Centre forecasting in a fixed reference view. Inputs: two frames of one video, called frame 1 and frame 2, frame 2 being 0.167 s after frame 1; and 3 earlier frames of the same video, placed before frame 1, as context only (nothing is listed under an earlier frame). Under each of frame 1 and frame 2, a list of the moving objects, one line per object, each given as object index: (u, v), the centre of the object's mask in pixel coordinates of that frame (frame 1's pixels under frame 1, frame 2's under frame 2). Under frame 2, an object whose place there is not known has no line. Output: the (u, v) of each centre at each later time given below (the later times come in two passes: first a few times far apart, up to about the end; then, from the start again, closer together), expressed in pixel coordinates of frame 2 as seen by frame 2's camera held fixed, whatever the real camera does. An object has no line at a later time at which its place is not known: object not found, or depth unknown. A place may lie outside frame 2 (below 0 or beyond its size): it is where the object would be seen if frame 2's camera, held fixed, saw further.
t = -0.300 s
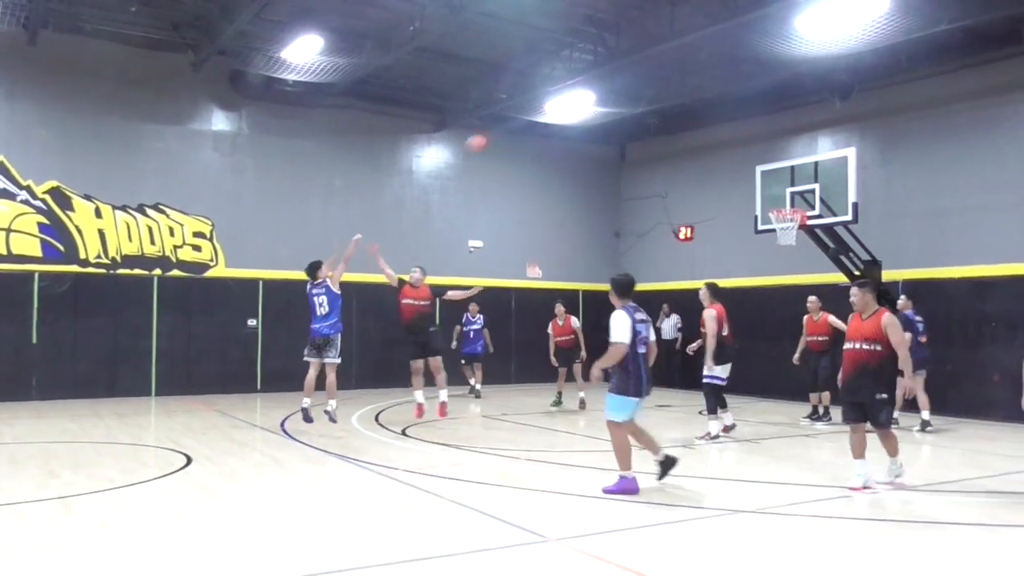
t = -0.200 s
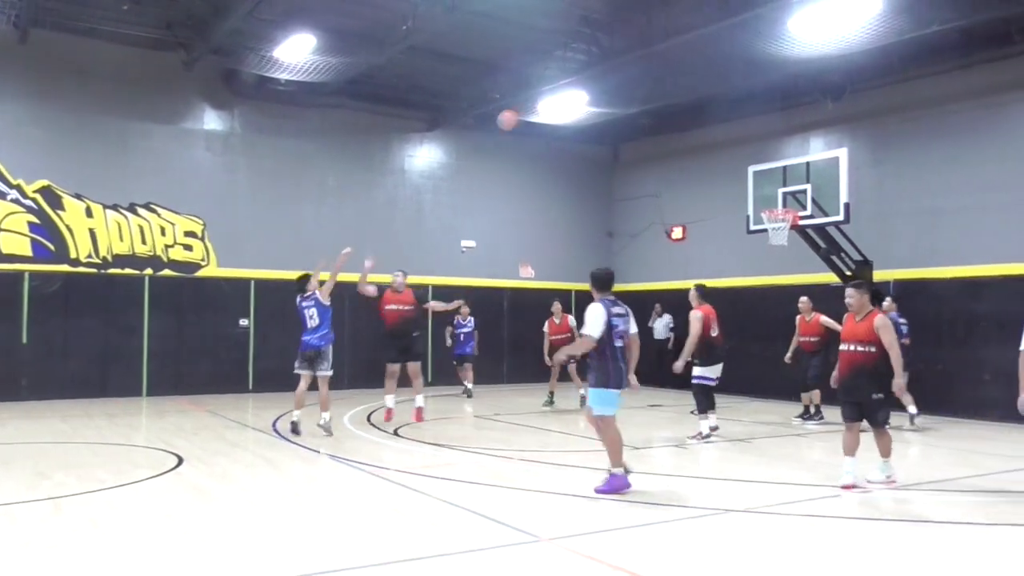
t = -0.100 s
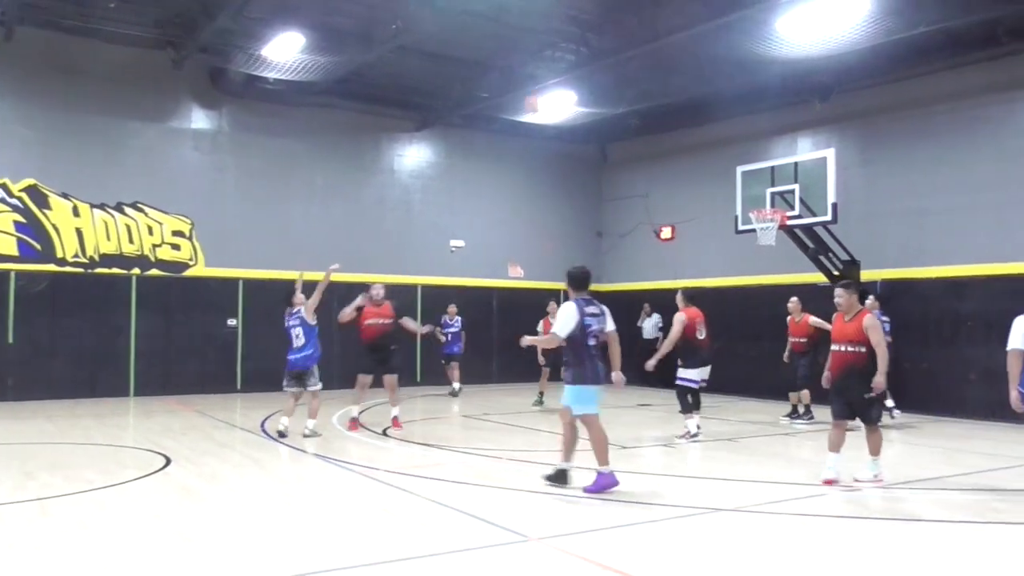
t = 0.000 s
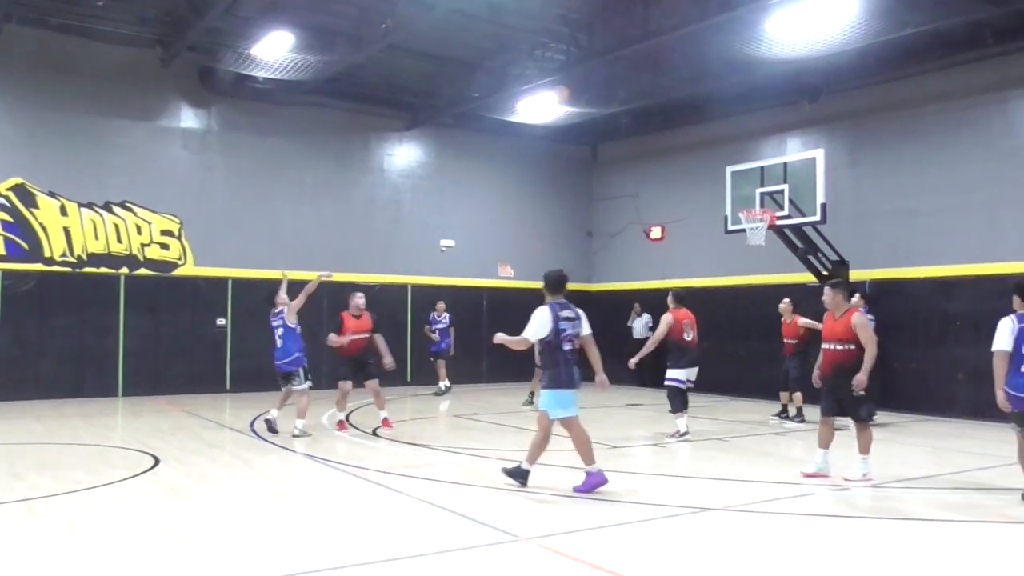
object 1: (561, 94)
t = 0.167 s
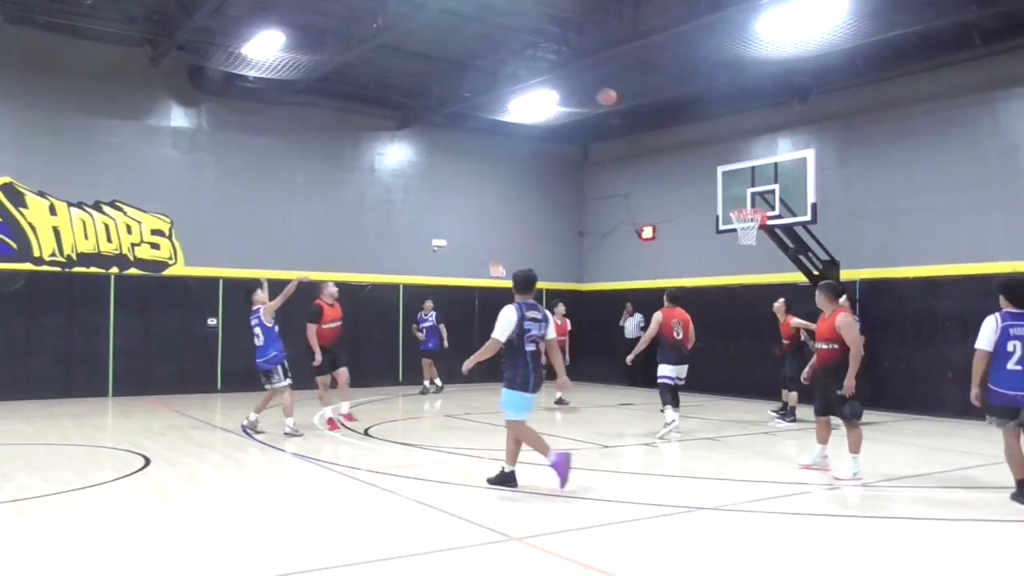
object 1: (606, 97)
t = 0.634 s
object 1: (744, 197)
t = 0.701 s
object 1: (760, 219)
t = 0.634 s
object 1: (744, 197)
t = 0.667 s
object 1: (753, 208)
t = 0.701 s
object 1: (760, 219)
